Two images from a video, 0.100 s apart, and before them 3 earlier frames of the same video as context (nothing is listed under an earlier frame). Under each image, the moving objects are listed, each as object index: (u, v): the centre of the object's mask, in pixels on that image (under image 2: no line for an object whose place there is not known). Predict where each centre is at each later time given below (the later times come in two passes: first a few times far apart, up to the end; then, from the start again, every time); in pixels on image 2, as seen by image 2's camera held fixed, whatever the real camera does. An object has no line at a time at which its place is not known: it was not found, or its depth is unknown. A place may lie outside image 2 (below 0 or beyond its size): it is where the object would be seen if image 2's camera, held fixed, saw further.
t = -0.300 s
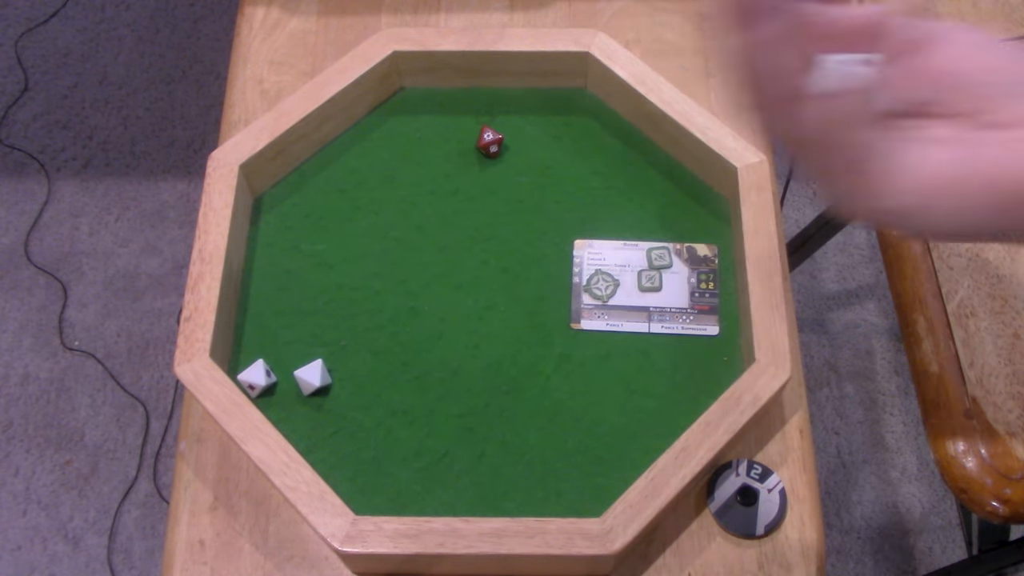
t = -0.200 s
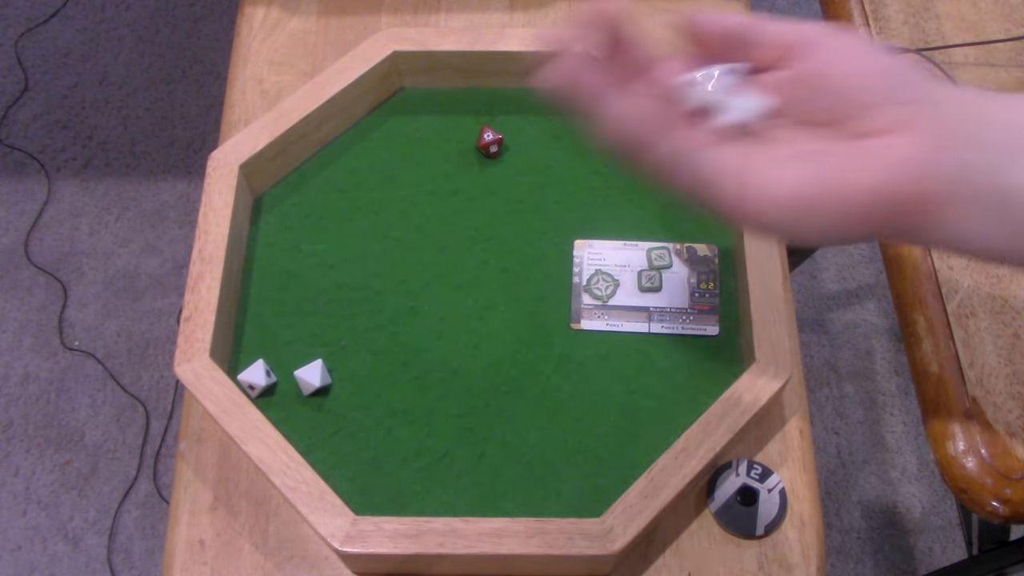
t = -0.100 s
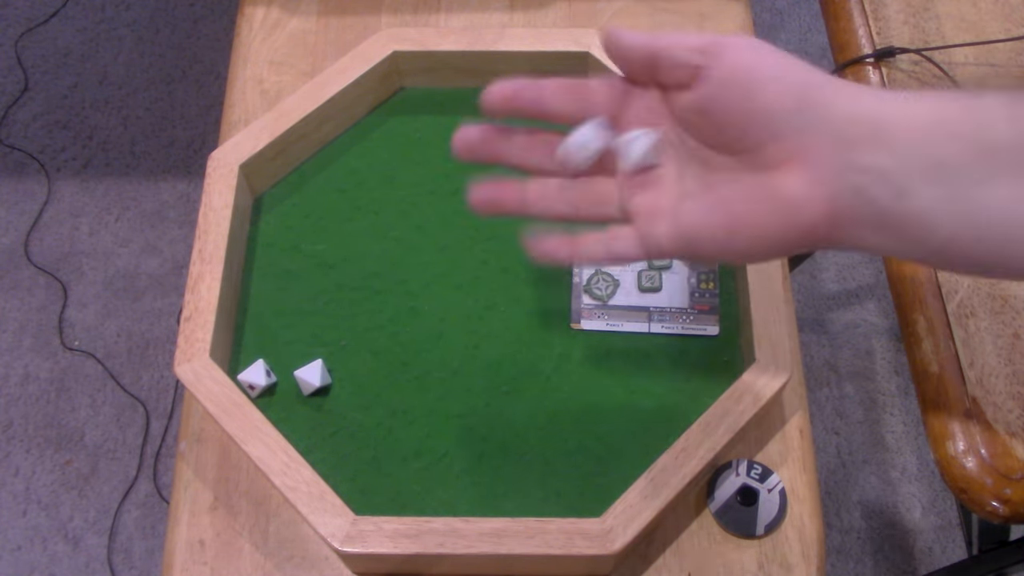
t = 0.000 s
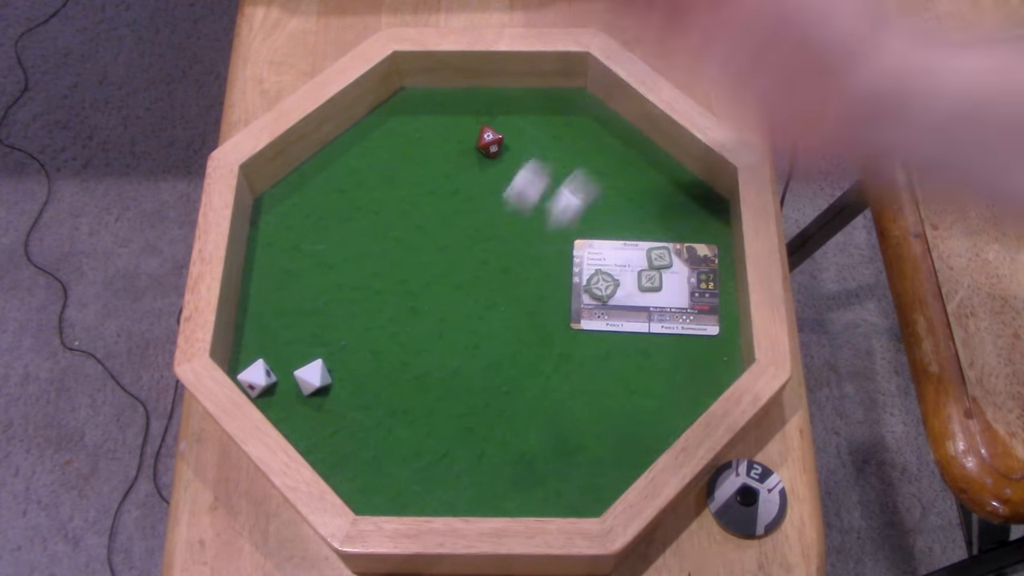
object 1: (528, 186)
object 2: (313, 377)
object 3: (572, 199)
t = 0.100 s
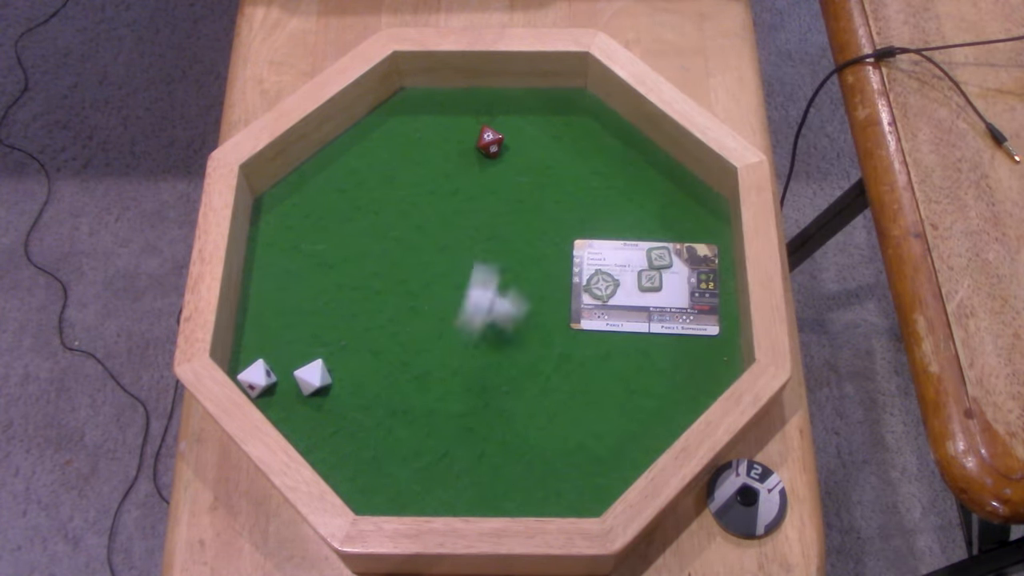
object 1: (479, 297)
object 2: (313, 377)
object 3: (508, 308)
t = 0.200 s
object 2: (313, 377)
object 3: (450, 226)
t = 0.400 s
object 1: (359, 366)
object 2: (300, 375)
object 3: (413, 144)
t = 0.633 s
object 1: (396, 334)
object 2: (291, 377)
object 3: (401, 141)
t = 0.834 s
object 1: (396, 335)
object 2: (291, 378)
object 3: (401, 141)
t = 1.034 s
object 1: (396, 335)
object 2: (291, 378)
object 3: (401, 141)
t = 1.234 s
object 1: (396, 335)
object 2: (291, 378)
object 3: (401, 141)
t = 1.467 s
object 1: (396, 335)
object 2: (291, 378)
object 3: (401, 141)
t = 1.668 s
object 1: (396, 336)
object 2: (291, 378)
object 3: (401, 141)
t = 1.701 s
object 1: (395, 336)
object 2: (291, 378)
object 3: (401, 141)
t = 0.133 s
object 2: (313, 377)
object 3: (475, 280)
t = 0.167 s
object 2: (313, 377)
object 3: (462, 253)
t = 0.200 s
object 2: (313, 377)
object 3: (450, 226)
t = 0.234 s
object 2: (313, 377)
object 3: (438, 204)
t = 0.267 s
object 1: (328, 425)
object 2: (313, 377)
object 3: (429, 186)
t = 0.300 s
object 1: (338, 409)
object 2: (313, 377)
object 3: (424, 171)
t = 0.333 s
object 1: (339, 391)
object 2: (311, 376)
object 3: (418, 157)
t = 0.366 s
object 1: (346, 379)
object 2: (308, 376)
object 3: (416, 148)
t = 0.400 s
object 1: (359, 366)
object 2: (300, 375)
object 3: (413, 144)
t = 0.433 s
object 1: (365, 357)
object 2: (293, 376)
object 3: (410, 142)
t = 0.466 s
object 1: (369, 353)
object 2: (288, 377)
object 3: (407, 142)
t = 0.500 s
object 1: (377, 347)
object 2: (291, 376)
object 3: (402, 141)
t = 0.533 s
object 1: (384, 341)
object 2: (292, 377)
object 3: (400, 141)
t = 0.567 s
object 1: (389, 338)
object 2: (290, 377)
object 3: (401, 141)
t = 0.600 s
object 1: (395, 335)
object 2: (291, 377)
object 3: (401, 141)
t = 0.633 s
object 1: (396, 334)
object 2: (291, 377)
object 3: (401, 141)
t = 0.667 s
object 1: (396, 335)
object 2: (291, 377)
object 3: (401, 141)
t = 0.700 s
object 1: (396, 335)
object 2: (291, 377)
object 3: (401, 141)
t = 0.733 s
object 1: (396, 335)
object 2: (291, 377)
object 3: (401, 141)
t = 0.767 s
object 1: (396, 335)
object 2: (291, 377)
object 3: (401, 141)
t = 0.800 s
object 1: (396, 335)
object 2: (291, 377)
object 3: (401, 141)
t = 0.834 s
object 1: (396, 335)
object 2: (291, 378)
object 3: (401, 141)
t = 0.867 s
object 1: (396, 335)
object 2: (291, 378)
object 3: (401, 141)
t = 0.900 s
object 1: (396, 335)
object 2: (291, 378)
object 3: (401, 141)
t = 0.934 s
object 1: (396, 335)
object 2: (291, 378)
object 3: (401, 141)
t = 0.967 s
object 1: (396, 335)
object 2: (291, 378)
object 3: (401, 141)
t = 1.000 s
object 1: (396, 335)
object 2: (291, 378)
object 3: (401, 141)
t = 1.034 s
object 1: (396, 335)
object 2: (291, 378)
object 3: (401, 141)
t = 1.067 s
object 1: (396, 335)
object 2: (291, 378)
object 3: (401, 141)
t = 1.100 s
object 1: (396, 335)
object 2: (291, 378)
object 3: (401, 141)
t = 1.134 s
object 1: (396, 335)
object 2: (291, 378)
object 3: (401, 141)
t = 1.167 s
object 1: (396, 335)
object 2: (291, 378)
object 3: (401, 141)
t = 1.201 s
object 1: (396, 335)
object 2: (291, 378)
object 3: (401, 141)
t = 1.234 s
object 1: (396, 335)
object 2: (291, 378)
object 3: (401, 141)
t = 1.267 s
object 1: (396, 335)
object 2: (291, 378)
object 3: (401, 141)
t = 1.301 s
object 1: (396, 335)
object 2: (291, 378)
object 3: (401, 141)
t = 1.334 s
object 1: (396, 335)
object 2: (291, 378)
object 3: (401, 141)
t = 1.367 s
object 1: (396, 335)
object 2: (291, 378)
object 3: (401, 141)
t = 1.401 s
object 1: (396, 335)
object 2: (291, 378)
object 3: (401, 141)
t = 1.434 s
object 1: (396, 335)
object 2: (291, 378)
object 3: (401, 141)
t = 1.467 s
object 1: (396, 335)
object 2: (291, 378)
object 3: (401, 141)
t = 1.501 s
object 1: (396, 335)
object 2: (291, 378)
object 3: (401, 141)
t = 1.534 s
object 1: (396, 335)
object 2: (291, 378)
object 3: (401, 141)
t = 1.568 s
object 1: (396, 335)
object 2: (291, 378)
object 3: (401, 141)
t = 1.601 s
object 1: (395, 336)
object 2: (291, 378)
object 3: (401, 141)
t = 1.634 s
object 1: (396, 336)
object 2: (291, 378)
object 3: (401, 141)
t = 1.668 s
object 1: (396, 336)
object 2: (291, 378)
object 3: (401, 141)
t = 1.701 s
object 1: (395, 336)
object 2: (291, 378)
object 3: (401, 141)
